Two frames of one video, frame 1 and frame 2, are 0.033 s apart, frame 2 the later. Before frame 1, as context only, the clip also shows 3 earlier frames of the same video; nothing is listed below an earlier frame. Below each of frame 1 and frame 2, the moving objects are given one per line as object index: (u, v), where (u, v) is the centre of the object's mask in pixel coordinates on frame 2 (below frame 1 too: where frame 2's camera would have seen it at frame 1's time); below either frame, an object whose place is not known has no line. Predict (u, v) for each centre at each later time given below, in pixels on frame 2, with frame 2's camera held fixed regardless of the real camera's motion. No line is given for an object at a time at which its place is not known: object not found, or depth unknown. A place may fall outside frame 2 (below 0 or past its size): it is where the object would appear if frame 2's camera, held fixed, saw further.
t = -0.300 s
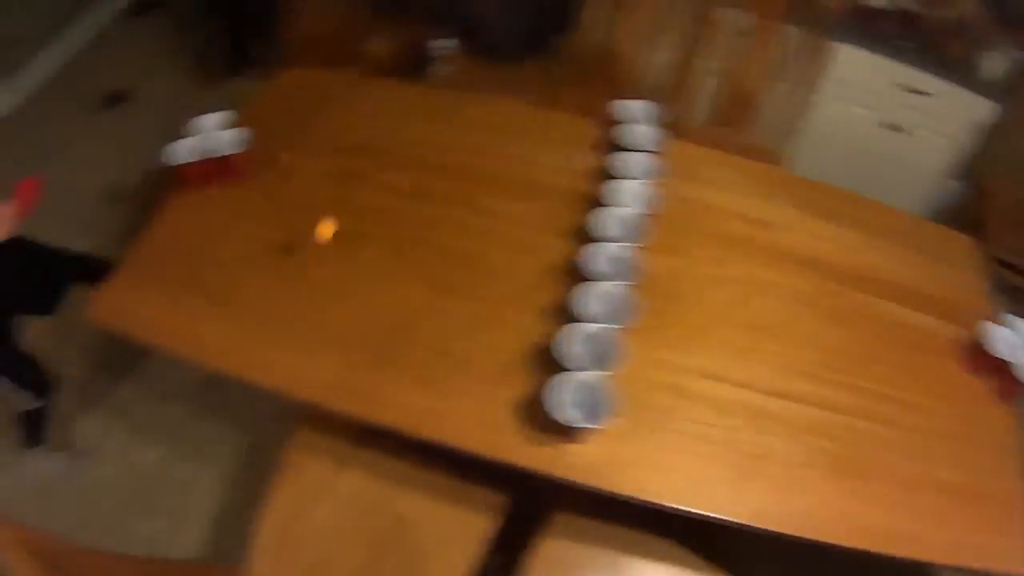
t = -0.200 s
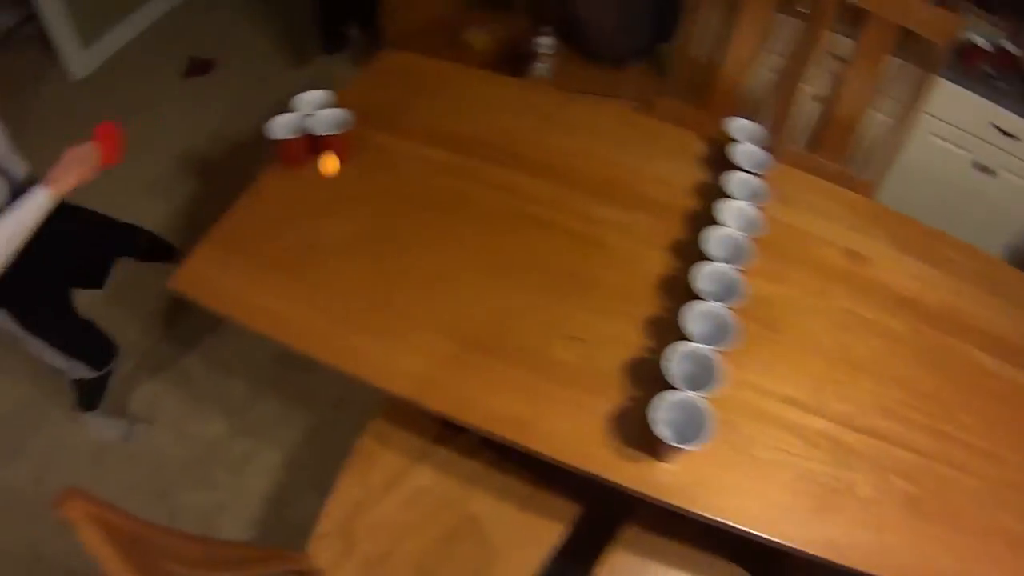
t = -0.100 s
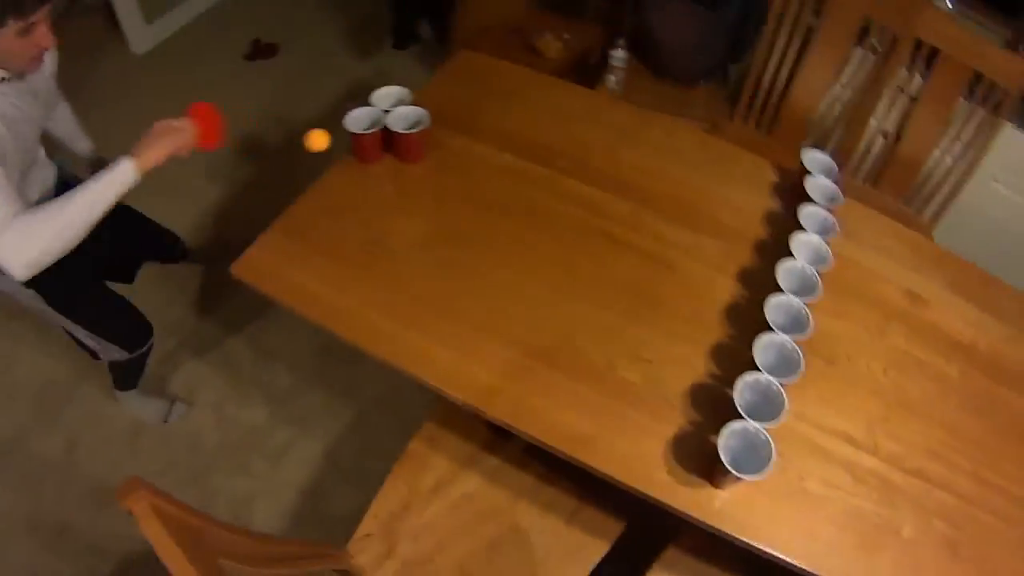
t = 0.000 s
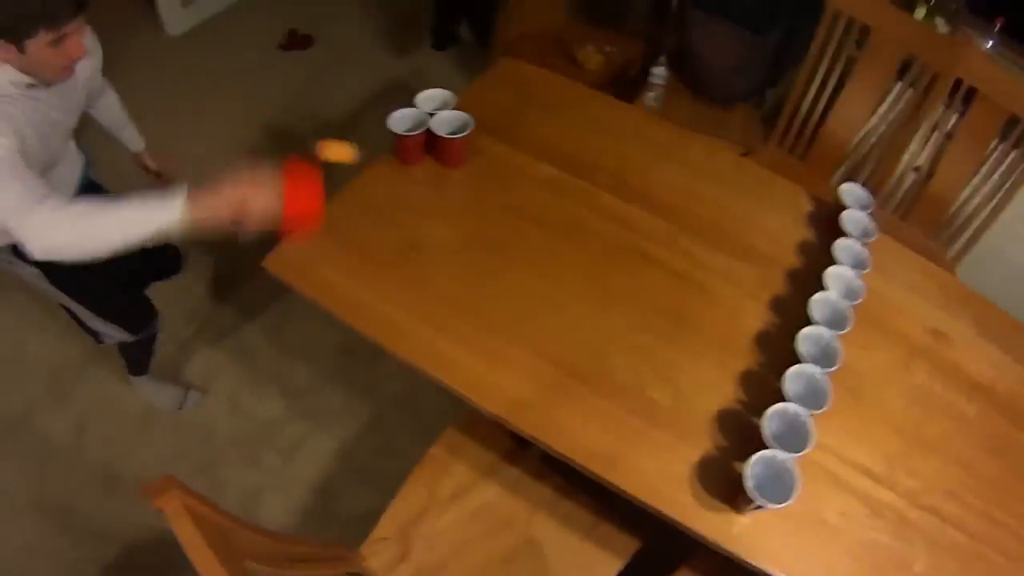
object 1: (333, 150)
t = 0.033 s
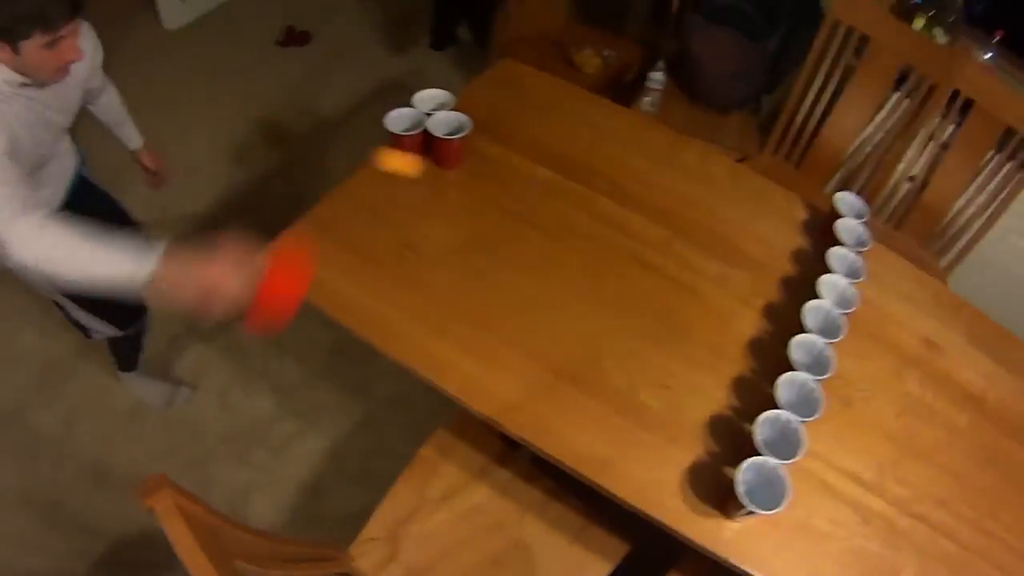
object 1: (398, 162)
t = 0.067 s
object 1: (473, 183)
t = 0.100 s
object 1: (549, 210)
